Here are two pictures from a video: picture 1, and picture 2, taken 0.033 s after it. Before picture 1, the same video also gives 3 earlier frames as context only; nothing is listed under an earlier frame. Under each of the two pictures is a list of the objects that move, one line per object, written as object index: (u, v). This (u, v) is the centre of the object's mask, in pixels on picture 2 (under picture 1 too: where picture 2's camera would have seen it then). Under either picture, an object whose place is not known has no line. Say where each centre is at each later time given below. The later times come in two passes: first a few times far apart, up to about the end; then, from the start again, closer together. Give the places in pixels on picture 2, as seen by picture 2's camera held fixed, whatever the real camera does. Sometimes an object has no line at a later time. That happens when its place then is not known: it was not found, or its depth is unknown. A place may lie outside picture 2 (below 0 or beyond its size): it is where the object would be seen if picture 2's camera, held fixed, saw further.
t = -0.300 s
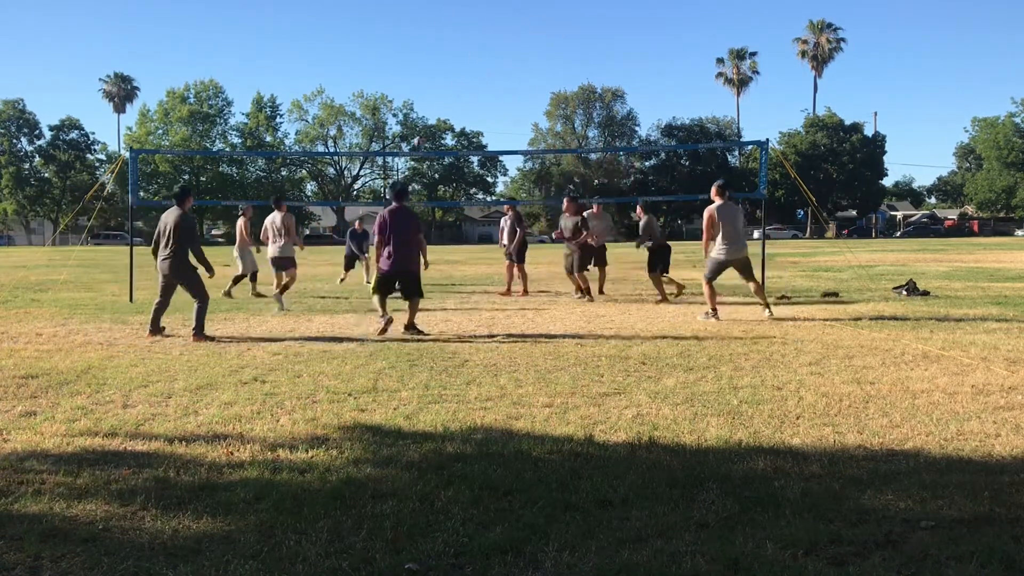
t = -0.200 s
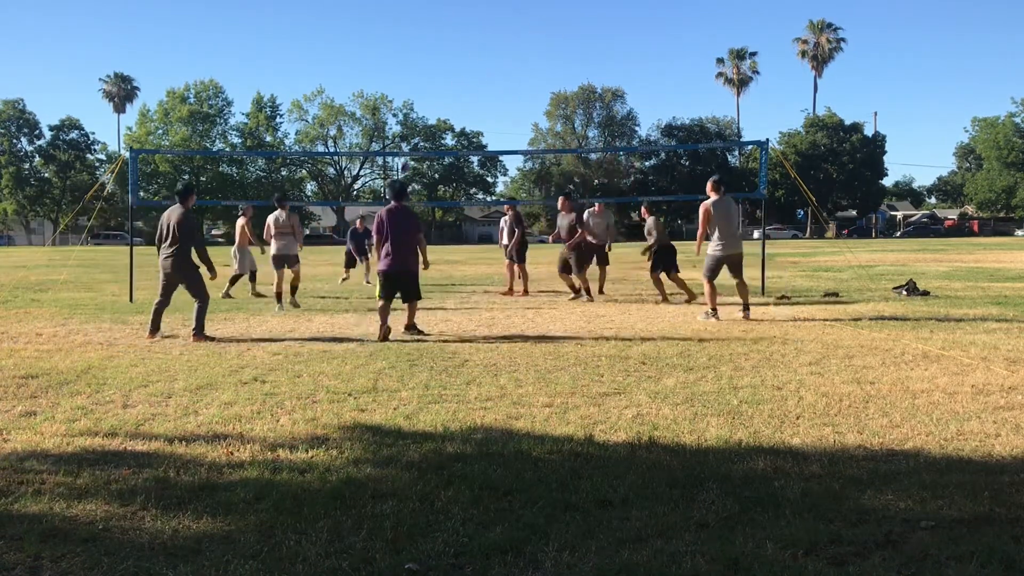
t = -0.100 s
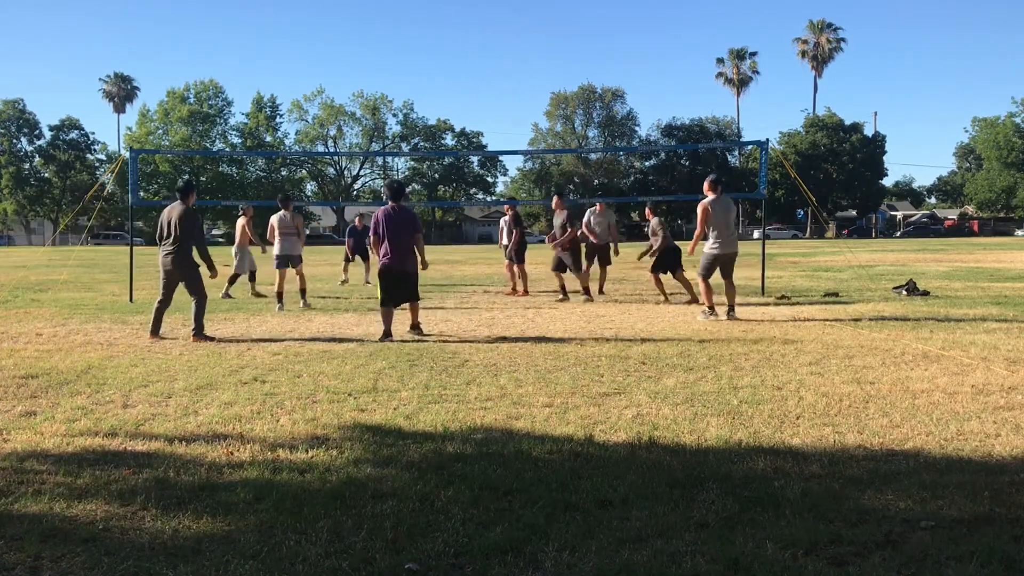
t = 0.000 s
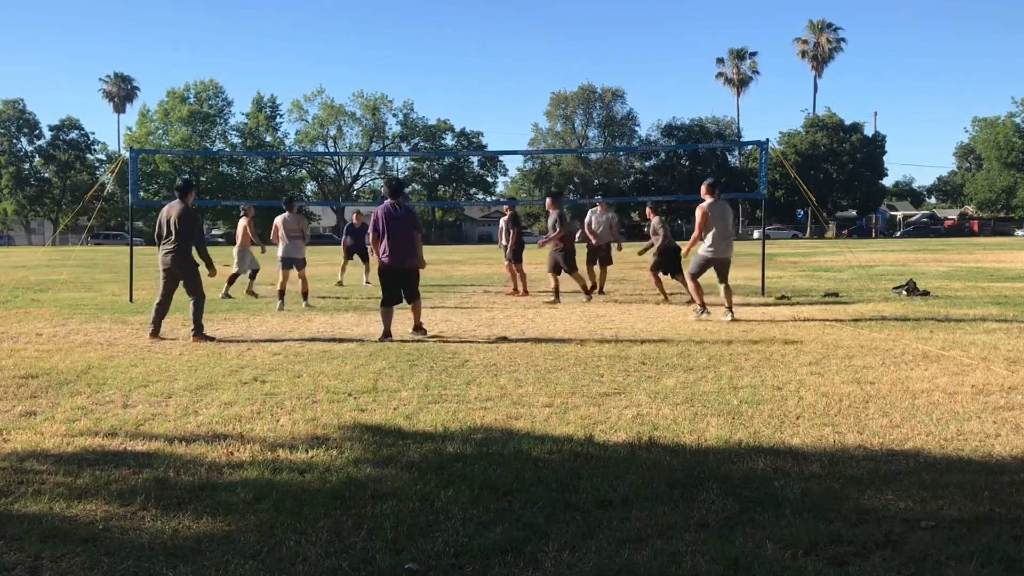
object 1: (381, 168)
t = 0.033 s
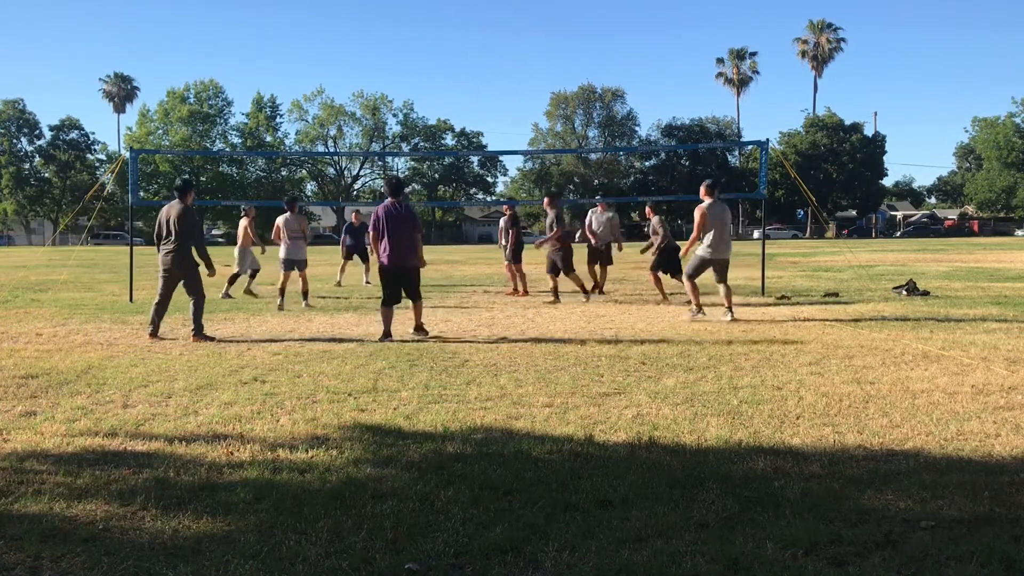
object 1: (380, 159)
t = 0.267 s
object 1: (369, 79)
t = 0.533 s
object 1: (358, 24)
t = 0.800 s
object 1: (347, 10)
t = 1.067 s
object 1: (338, 43)
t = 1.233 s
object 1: (334, 89)
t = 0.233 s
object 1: (371, 88)
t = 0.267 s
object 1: (369, 79)
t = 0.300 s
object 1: (368, 70)
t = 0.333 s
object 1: (367, 61)
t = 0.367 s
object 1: (365, 54)
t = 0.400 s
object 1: (364, 47)
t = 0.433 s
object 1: (362, 40)
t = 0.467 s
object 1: (360, 34)
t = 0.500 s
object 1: (359, 28)
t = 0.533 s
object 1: (358, 24)
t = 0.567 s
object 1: (356, 20)
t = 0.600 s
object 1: (355, 16)
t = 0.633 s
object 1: (353, 14)
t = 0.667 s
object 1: (352, 12)
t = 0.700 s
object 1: (351, 10)
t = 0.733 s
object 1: (349, 9)
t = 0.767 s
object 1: (348, 9)
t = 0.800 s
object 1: (347, 10)
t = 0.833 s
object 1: (346, 11)
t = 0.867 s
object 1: (344, 14)
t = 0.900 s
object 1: (343, 17)
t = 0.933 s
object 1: (342, 20)
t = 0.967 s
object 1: (340, 25)
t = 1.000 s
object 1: (340, 30)
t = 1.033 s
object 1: (339, 36)
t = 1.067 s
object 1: (338, 43)
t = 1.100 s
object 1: (337, 51)
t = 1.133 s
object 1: (336, 59)
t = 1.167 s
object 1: (335, 68)
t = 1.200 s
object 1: (335, 79)
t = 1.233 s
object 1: (334, 89)
